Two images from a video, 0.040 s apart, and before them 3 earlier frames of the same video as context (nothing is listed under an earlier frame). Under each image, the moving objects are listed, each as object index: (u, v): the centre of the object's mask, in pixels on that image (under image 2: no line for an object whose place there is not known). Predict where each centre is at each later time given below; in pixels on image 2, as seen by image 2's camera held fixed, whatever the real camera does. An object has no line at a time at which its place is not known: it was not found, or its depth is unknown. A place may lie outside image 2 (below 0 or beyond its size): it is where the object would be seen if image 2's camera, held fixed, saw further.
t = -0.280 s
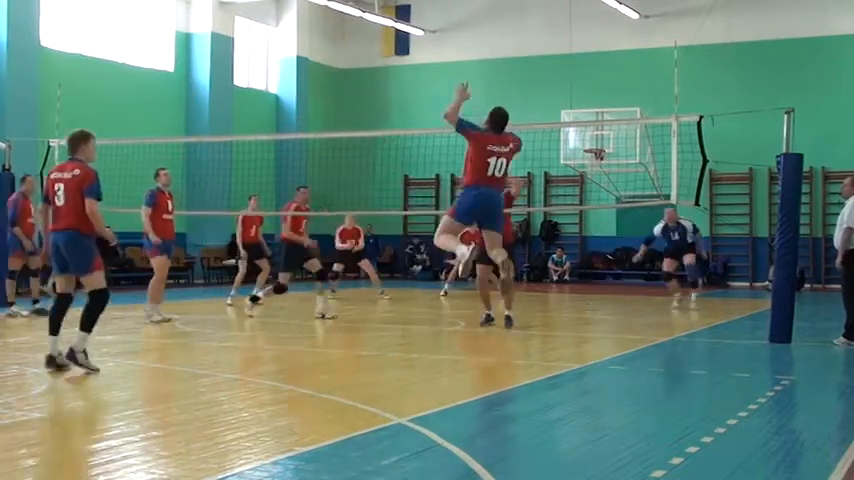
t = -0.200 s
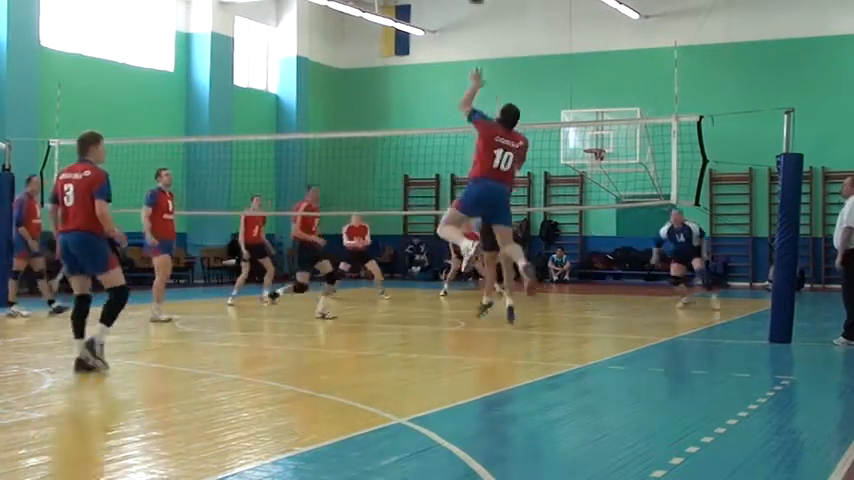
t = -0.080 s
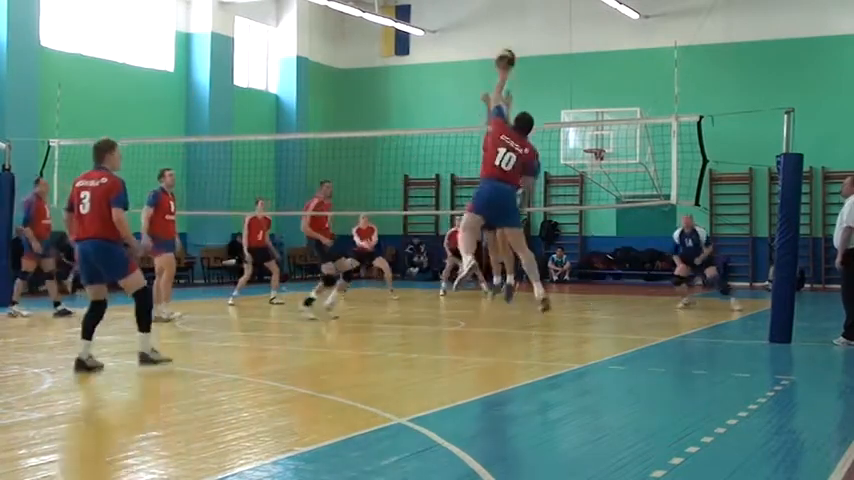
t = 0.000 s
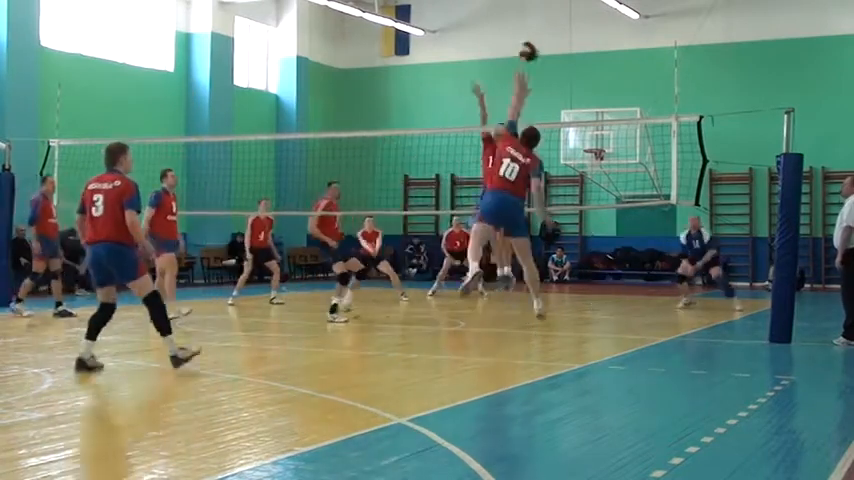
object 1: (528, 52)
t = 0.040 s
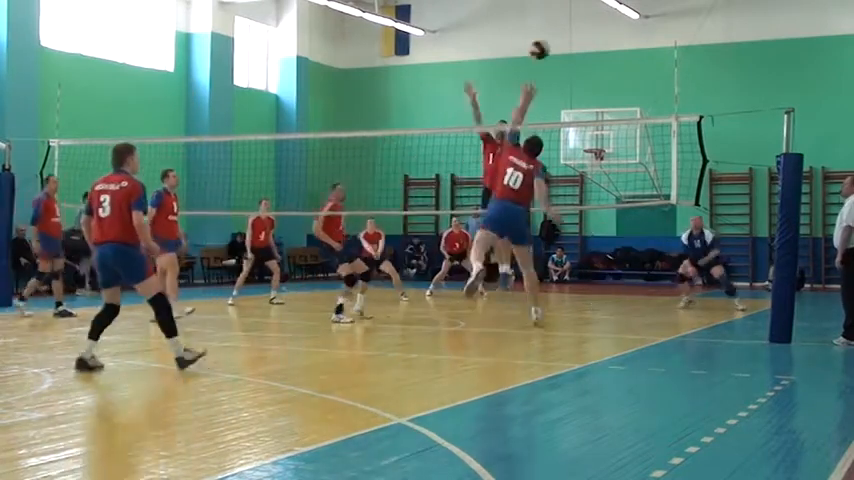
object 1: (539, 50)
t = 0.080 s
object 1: (550, 49)
